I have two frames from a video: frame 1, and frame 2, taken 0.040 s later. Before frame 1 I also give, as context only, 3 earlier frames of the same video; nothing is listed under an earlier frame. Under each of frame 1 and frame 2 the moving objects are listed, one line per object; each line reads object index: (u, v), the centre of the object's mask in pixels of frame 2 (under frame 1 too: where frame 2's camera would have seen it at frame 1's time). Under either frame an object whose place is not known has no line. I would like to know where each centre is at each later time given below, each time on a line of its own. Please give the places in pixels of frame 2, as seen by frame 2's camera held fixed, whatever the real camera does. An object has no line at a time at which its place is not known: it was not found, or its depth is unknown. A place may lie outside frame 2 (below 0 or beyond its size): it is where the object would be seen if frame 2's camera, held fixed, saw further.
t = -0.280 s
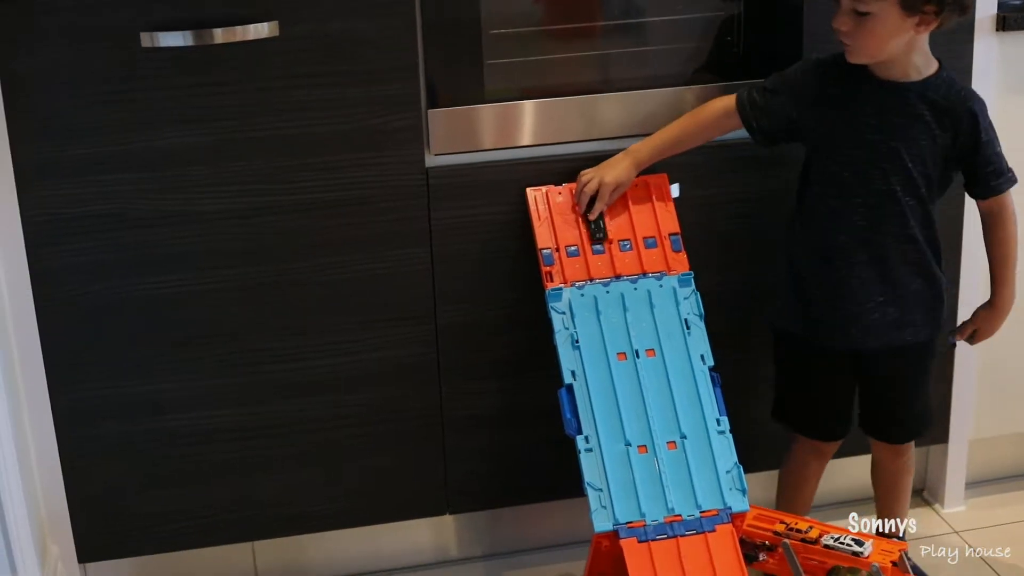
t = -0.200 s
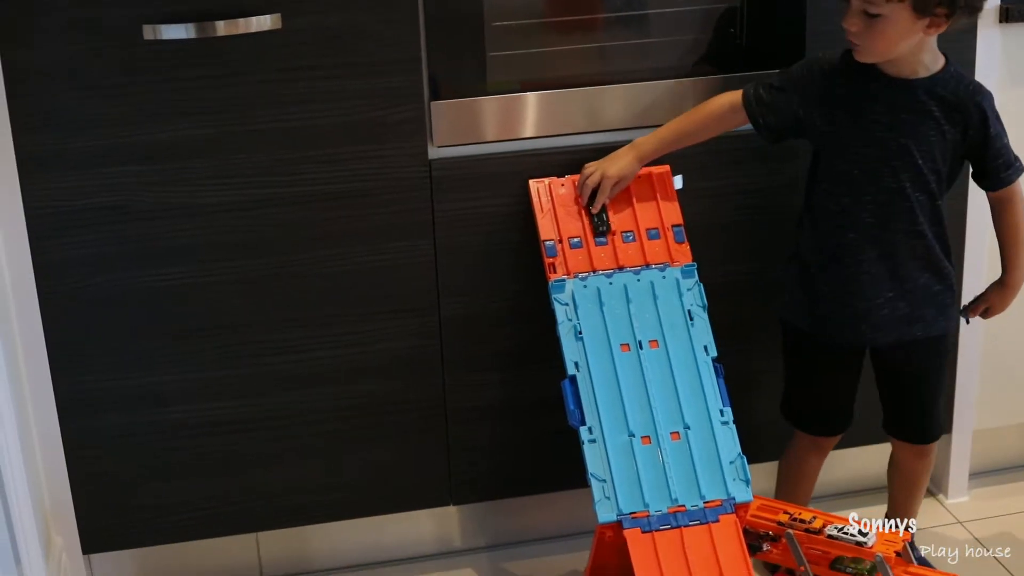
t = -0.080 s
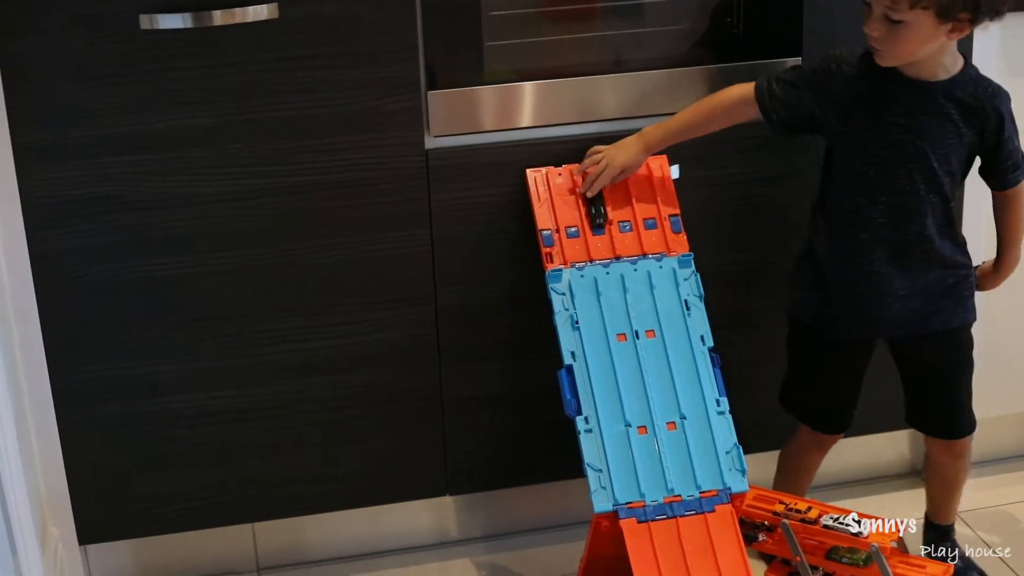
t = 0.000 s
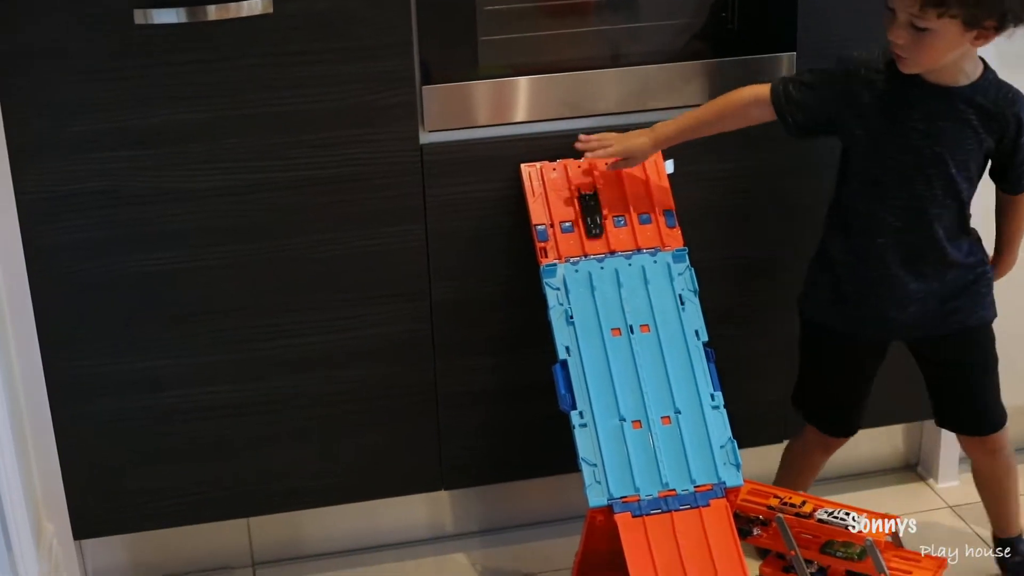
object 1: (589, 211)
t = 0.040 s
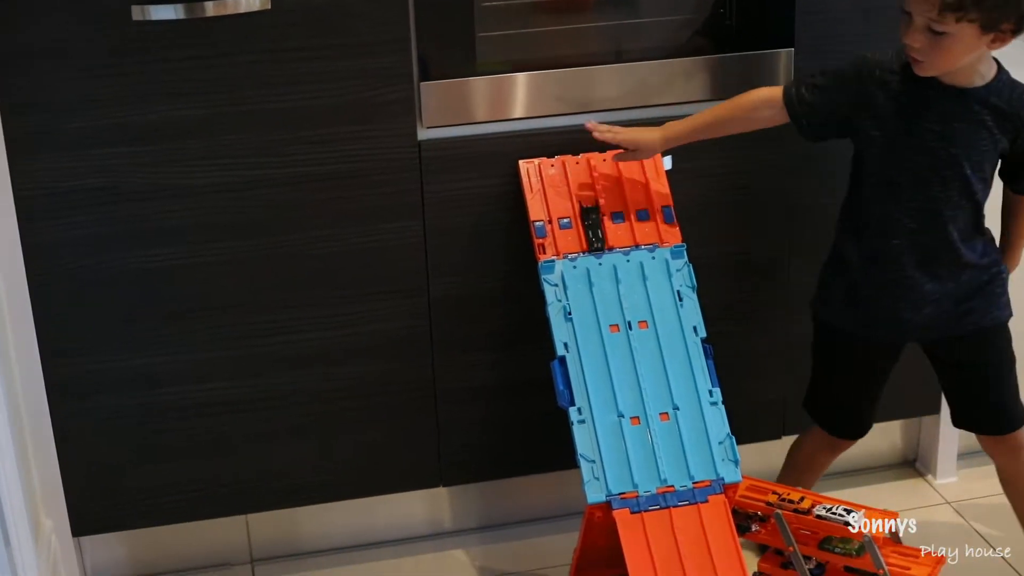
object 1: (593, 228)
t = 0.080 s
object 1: (598, 250)
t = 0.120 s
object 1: (604, 280)
